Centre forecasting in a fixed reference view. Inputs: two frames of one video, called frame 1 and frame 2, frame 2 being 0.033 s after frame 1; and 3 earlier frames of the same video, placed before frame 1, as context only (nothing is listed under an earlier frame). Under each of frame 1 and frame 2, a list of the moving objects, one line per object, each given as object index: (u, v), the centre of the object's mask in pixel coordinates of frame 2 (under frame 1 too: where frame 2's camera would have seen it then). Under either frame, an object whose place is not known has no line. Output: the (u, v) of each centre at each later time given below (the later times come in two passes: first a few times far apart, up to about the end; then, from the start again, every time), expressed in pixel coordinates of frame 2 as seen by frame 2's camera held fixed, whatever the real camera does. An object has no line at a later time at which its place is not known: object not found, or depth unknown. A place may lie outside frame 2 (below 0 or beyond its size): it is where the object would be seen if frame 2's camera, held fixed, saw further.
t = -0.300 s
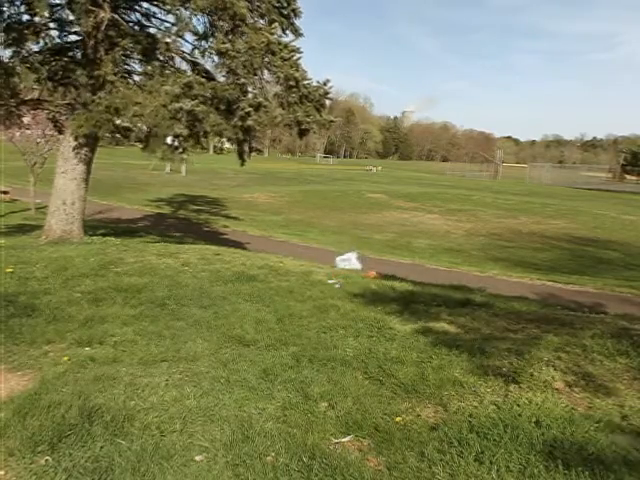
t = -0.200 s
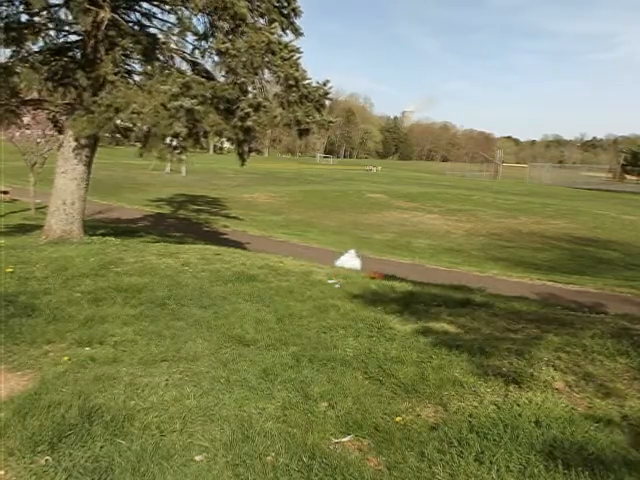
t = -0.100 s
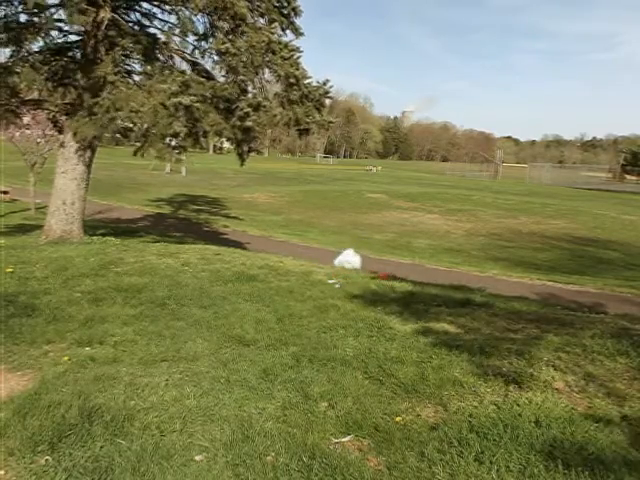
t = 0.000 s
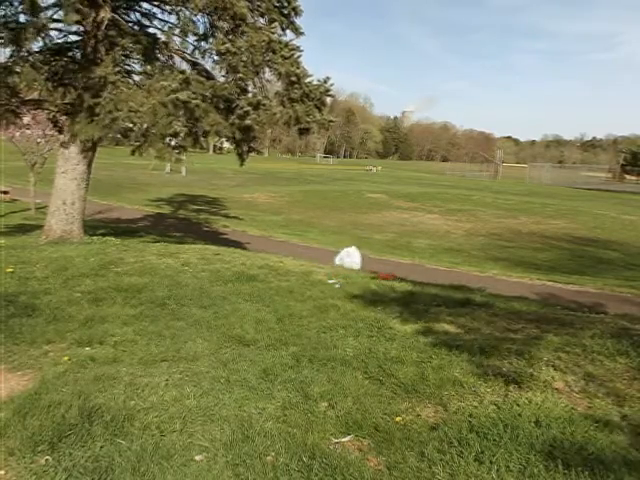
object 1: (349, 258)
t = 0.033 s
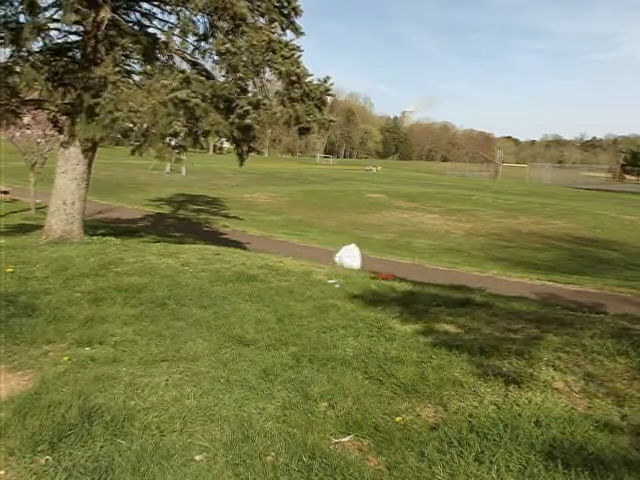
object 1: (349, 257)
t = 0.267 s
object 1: (346, 249)
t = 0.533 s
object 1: (340, 245)
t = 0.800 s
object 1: (327, 249)
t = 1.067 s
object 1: (305, 251)
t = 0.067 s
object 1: (349, 256)
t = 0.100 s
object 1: (348, 254)
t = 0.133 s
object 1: (348, 253)
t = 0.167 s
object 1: (348, 251)
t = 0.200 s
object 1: (348, 250)
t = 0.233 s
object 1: (347, 250)
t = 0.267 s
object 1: (346, 249)
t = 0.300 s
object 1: (345, 247)
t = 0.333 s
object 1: (345, 247)
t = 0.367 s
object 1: (343, 246)
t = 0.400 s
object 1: (343, 246)
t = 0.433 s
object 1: (342, 246)
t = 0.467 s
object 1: (341, 245)
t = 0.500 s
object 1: (341, 245)
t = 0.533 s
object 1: (340, 245)
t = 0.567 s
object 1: (339, 245)
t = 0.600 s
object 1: (338, 245)
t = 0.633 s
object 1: (337, 246)
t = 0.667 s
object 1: (336, 246)
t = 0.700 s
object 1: (335, 247)
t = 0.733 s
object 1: (333, 248)
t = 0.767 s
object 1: (330, 249)
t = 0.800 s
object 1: (327, 249)
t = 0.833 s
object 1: (324, 250)
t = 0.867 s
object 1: (322, 250)
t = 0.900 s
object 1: (319, 251)
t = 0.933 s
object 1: (316, 251)
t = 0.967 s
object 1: (314, 251)
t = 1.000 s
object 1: (310, 251)
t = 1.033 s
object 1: (308, 251)
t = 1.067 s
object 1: (305, 251)
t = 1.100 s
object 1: (303, 251)
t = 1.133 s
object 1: (301, 251)
